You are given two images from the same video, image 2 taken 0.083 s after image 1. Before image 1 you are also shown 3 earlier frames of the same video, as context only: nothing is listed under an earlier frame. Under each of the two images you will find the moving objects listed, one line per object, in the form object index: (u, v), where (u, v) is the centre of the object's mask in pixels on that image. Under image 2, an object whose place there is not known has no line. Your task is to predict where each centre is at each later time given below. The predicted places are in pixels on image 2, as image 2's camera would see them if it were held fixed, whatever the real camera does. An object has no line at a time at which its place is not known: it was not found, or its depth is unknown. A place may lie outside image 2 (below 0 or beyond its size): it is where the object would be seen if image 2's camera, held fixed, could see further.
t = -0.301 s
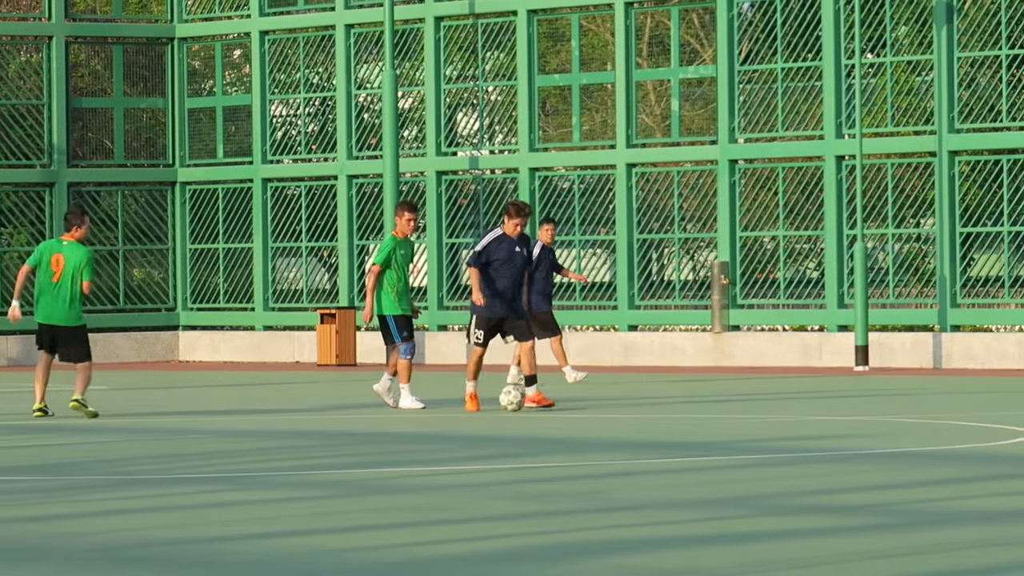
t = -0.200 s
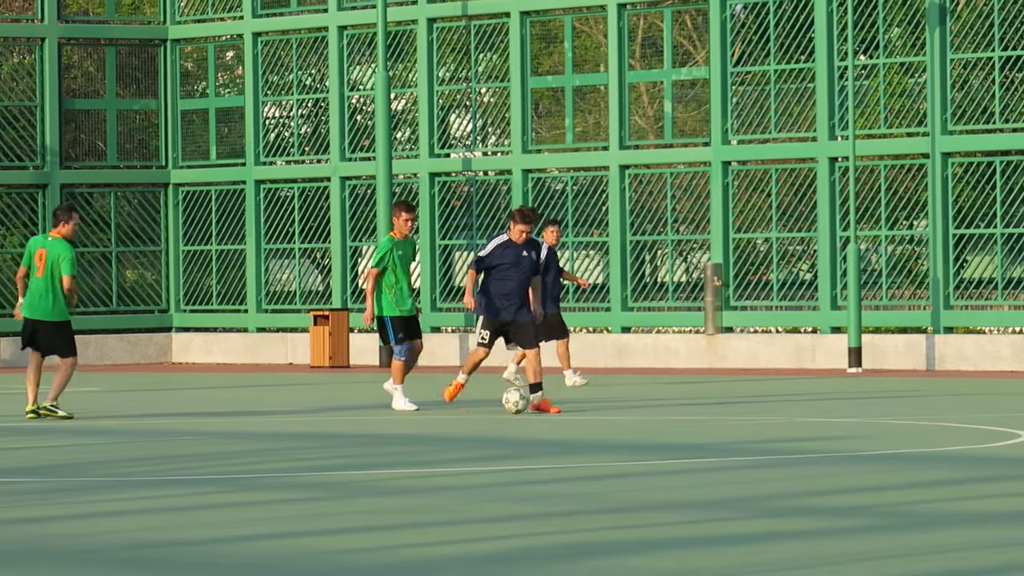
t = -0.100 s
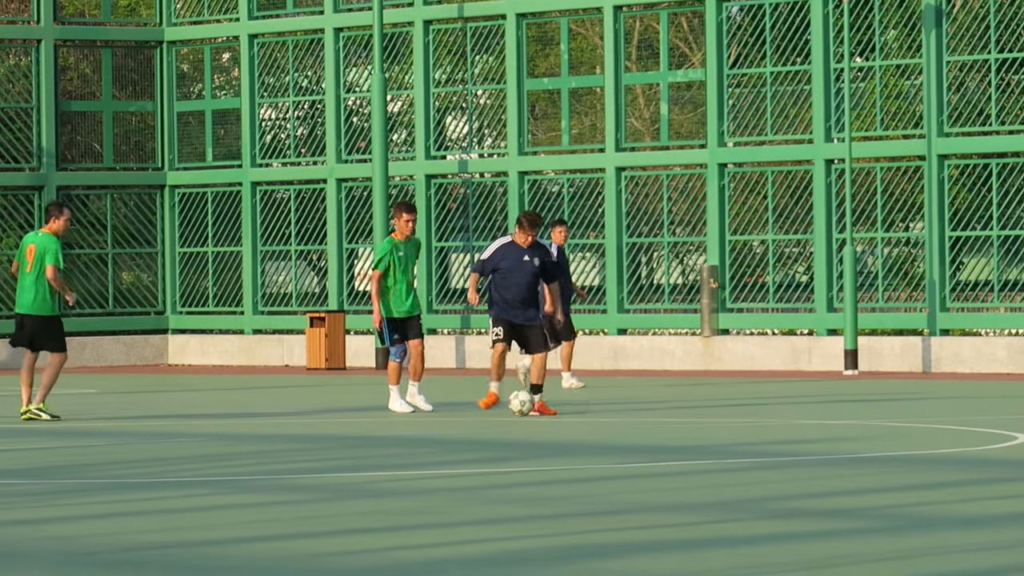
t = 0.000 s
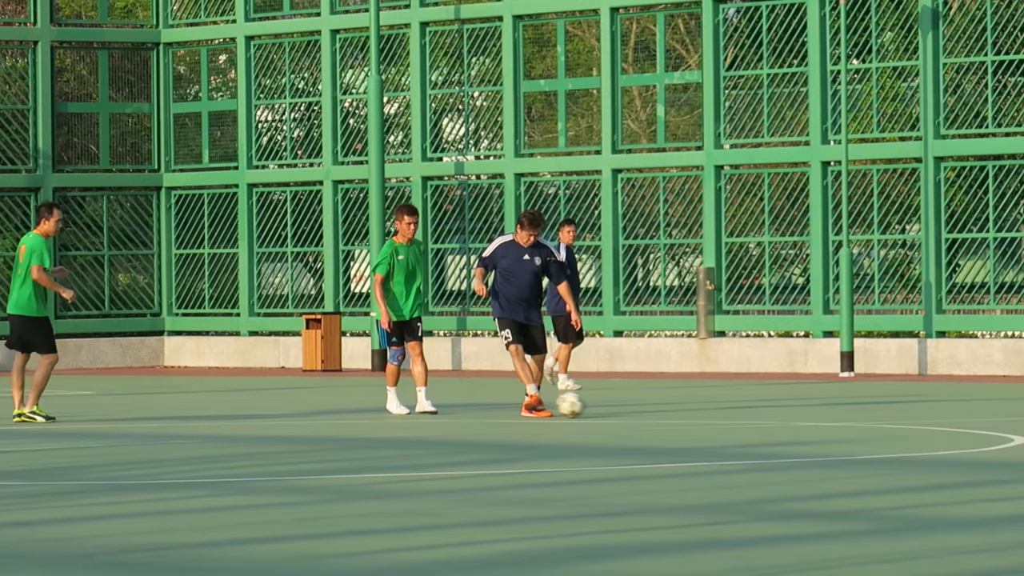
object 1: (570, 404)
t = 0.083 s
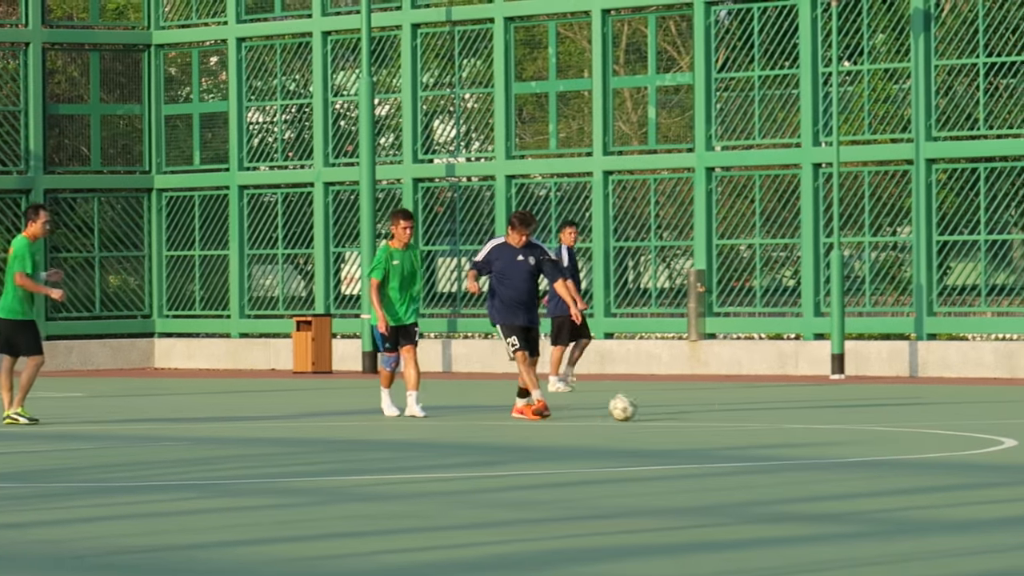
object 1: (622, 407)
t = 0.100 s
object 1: (634, 408)
